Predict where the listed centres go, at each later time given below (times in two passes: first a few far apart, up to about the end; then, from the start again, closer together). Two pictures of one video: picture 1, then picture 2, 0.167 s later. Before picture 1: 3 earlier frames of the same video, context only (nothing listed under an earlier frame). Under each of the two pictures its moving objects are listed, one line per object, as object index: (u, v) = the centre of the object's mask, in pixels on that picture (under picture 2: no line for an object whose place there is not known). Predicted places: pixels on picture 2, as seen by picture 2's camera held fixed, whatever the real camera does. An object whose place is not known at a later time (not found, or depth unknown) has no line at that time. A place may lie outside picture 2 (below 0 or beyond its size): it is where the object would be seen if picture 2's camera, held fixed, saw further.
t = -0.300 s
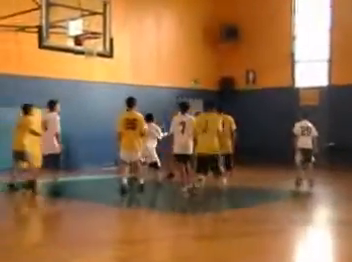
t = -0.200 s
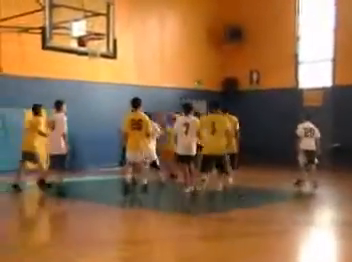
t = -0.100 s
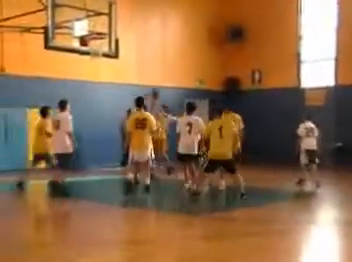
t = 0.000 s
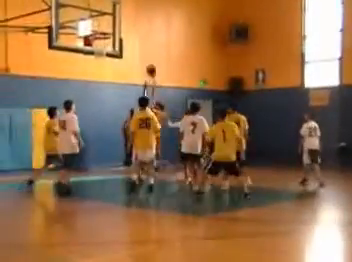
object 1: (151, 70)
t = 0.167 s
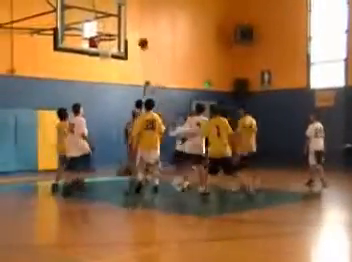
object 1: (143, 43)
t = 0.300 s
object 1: (132, 29)
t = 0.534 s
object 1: (111, 23)
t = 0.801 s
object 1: (106, 31)
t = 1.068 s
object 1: (117, 30)
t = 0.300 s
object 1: (132, 29)
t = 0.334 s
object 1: (129, 26)
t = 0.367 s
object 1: (127, 24)
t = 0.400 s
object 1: (125, 23)
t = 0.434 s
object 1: (120, 22)
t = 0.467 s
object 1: (117, 22)
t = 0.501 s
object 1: (114, 21)
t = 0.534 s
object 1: (111, 23)
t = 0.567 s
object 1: (109, 24)
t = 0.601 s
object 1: (106, 26)
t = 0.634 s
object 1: (103, 28)
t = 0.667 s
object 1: (100, 30)
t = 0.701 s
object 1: (99, 31)
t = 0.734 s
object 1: (101, 31)
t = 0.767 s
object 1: (104, 30)
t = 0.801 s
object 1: (106, 31)
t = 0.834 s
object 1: (108, 31)
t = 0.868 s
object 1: (109, 29)
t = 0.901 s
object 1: (111, 28)
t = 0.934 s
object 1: (112, 27)
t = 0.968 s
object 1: (113, 26)
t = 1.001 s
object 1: (114, 26)
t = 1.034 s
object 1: (116, 27)
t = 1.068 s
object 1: (117, 30)
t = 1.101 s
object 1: (118, 30)
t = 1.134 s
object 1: (120, 30)
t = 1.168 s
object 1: (123, 31)
